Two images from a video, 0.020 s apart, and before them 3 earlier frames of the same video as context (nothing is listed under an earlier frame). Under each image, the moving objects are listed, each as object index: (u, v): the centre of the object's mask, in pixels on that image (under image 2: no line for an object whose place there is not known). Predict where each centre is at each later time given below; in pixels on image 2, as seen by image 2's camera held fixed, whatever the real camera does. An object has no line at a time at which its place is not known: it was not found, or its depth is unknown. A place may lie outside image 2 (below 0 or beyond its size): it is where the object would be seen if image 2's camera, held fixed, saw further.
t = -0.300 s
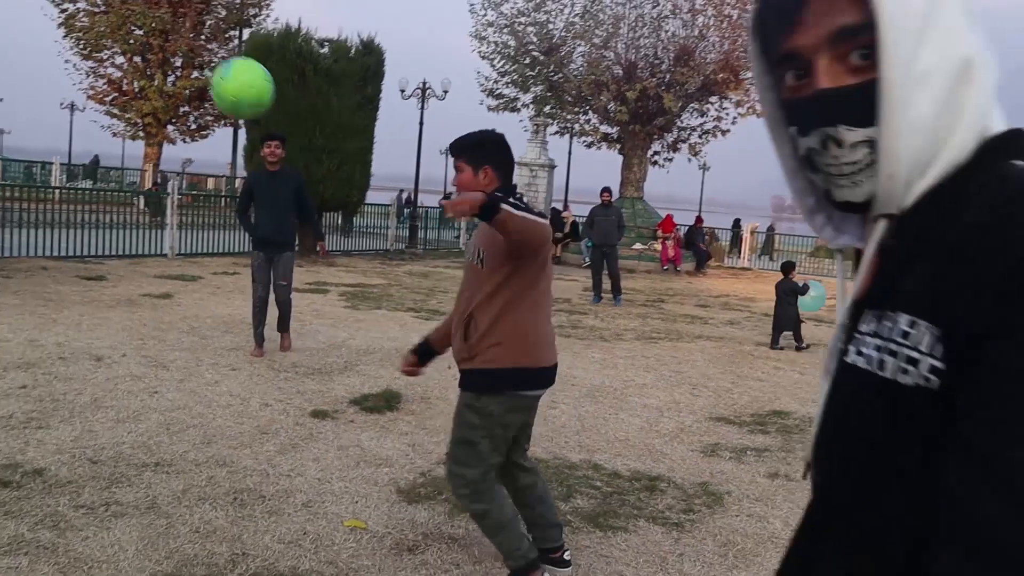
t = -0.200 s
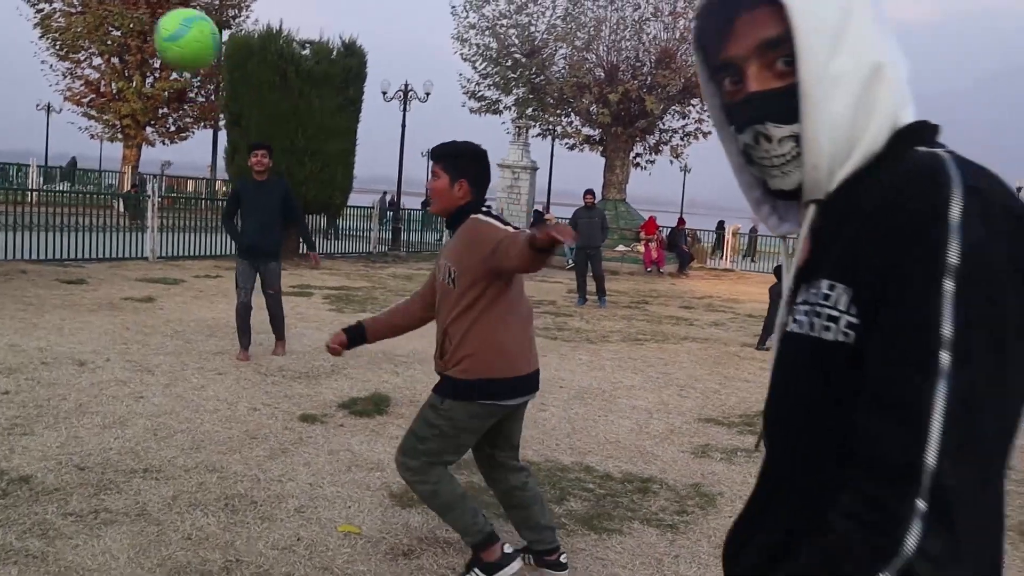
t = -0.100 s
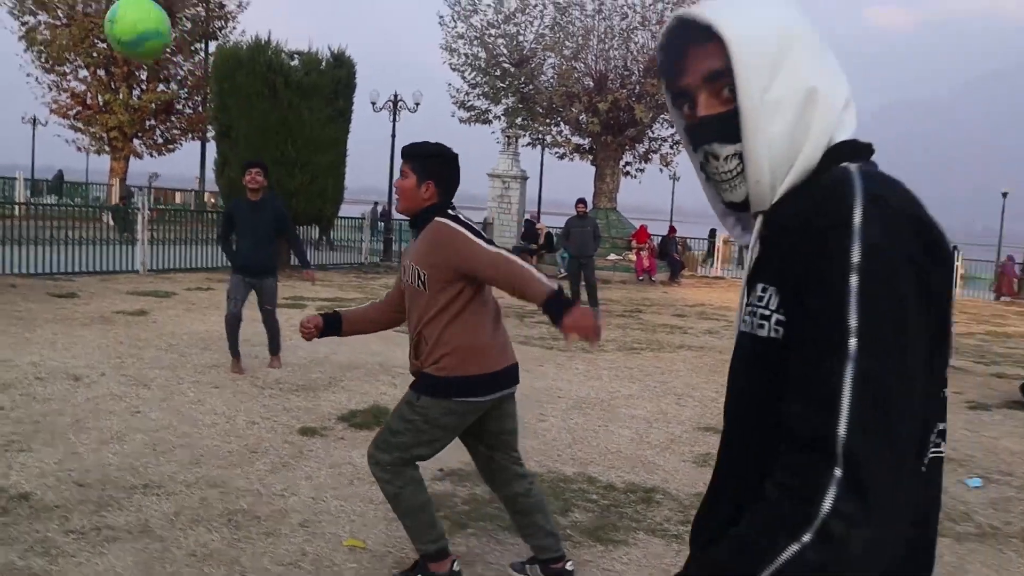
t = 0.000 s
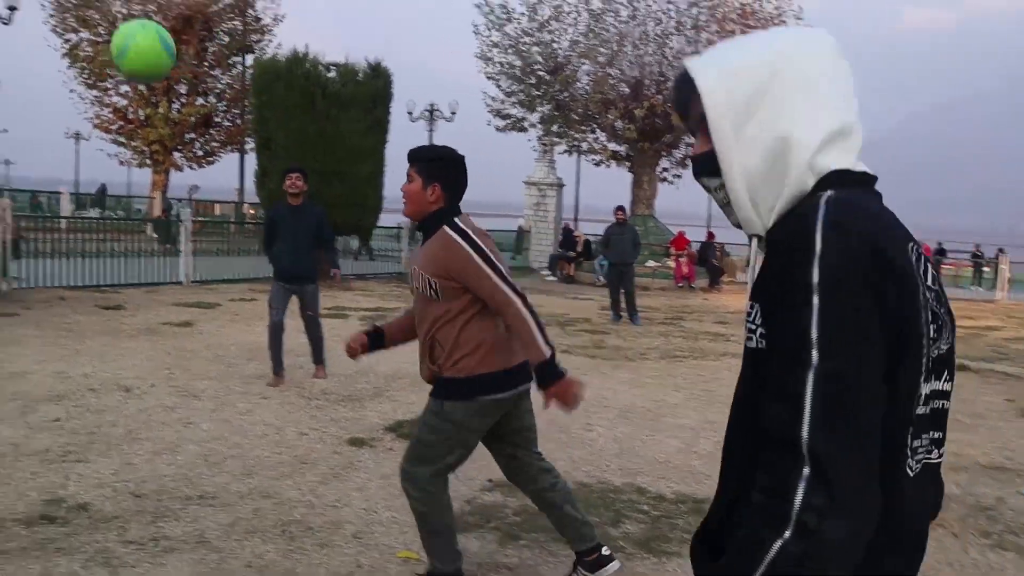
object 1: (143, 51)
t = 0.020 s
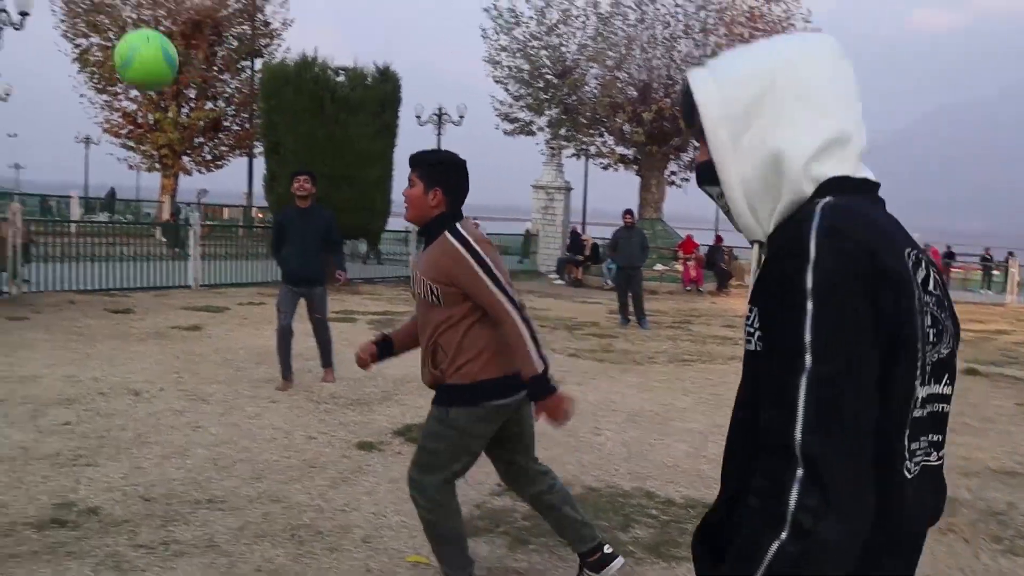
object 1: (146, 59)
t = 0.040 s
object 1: (139, 66)
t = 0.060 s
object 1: (131, 73)
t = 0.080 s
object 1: (124, 81)
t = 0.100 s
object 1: (118, 89)
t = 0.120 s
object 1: (111, 99)
